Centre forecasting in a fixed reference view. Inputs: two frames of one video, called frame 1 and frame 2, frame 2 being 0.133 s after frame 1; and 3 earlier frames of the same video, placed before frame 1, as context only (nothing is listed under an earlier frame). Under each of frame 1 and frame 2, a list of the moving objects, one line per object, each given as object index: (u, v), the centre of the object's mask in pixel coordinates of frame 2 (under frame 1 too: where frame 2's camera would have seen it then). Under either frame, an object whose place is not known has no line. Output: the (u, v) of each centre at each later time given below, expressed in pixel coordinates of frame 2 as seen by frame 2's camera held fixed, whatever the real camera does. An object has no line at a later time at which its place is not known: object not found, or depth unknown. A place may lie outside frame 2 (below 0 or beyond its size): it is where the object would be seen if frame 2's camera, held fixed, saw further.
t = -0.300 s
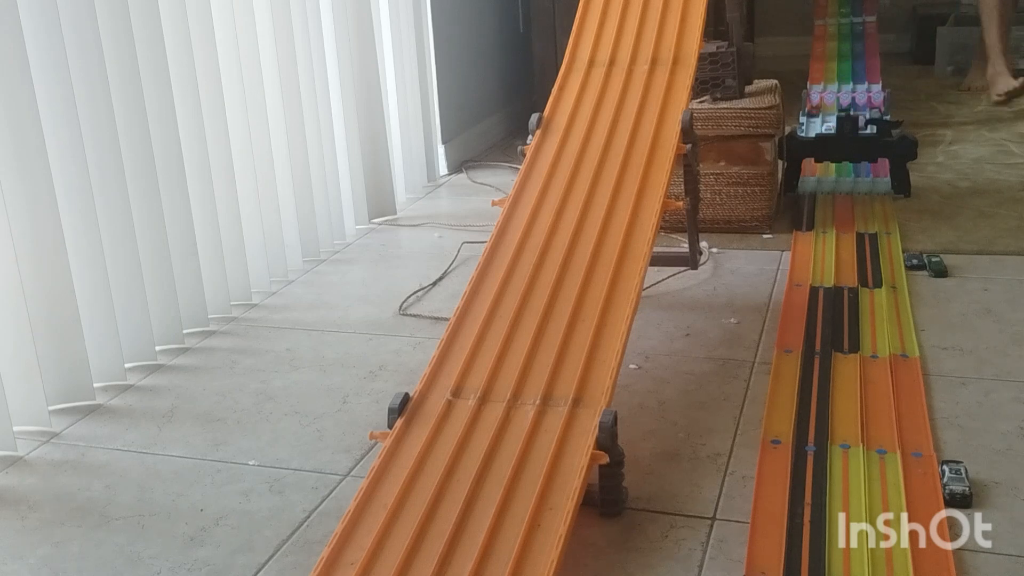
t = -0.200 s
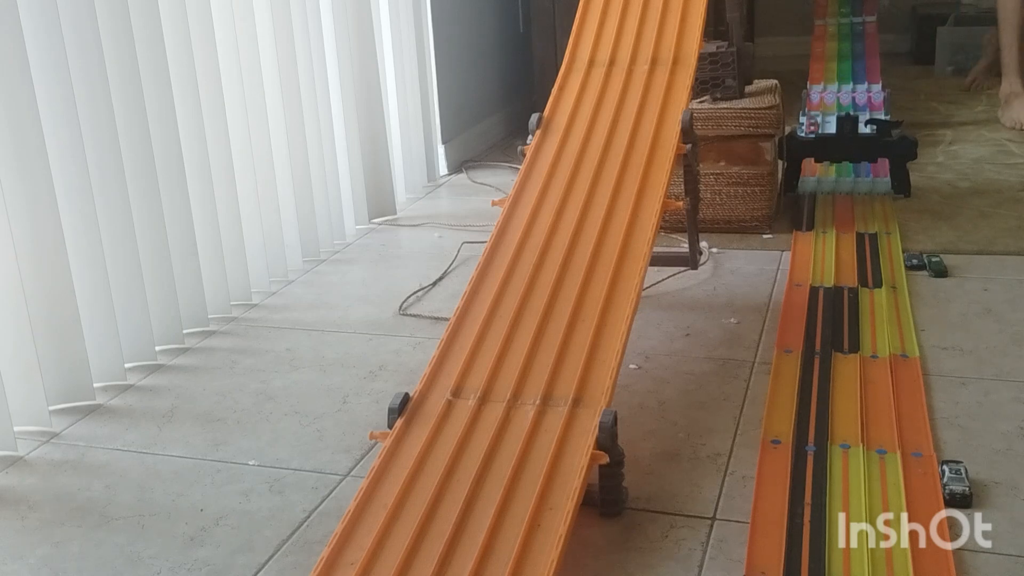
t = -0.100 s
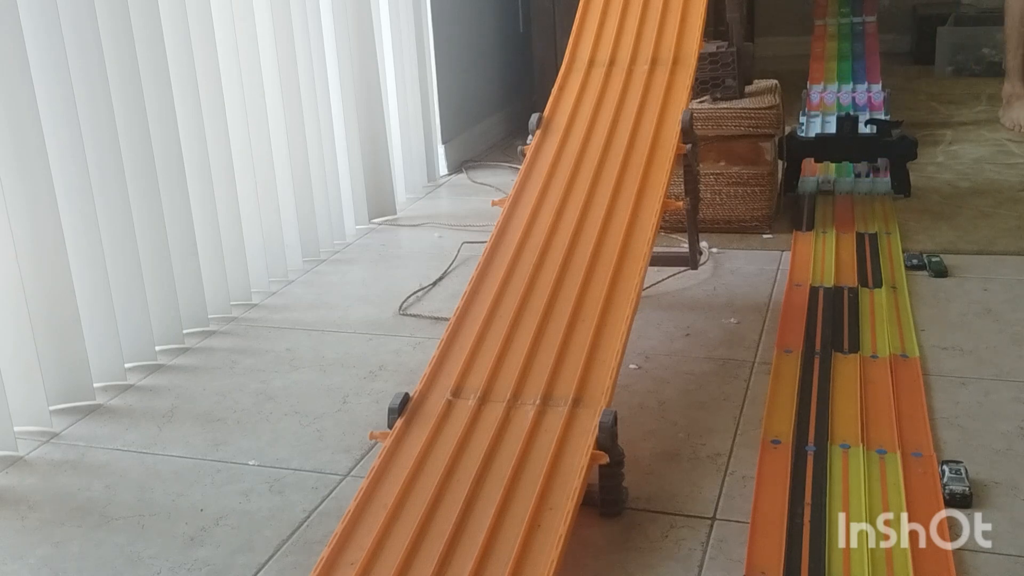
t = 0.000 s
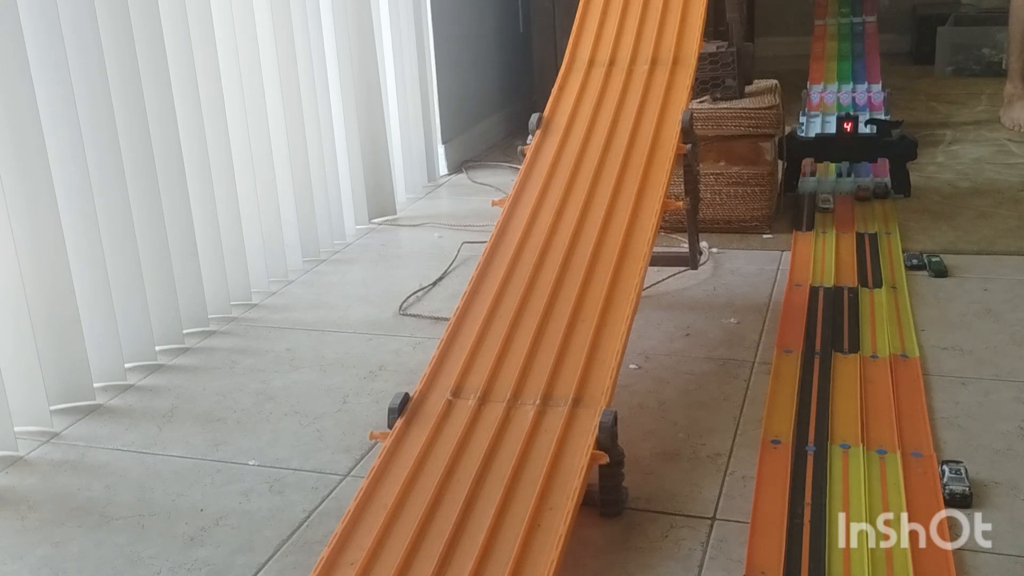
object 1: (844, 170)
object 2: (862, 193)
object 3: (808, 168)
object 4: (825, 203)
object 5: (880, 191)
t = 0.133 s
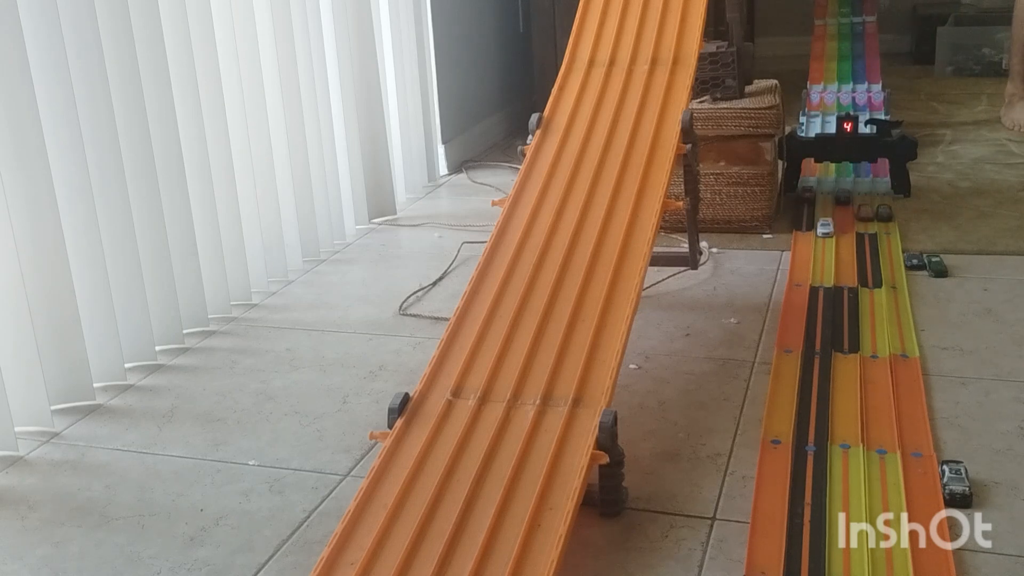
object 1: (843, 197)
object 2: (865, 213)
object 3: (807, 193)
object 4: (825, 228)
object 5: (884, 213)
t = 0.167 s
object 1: (843, 203)
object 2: (866, 218)
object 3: (807, 197)
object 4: (824, 235)
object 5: (885, 219)
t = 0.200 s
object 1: (843, 208)
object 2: (866, 223)
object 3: (806, 201)
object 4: (824, 242)
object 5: (886, 225)
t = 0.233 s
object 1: (843, 213)
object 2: (866, 229)
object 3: (806, 203)
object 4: (824, 250)
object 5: (887, 231)
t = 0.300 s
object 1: (844, 223)
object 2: (866, 240)
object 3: (806, 211)
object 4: (823, 267)
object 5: (888, 245)
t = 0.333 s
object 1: (845, 228)
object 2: (866, 246)
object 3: (806, 219)
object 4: (822, 275)
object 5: (890, 253)
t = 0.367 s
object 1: (845, 233)
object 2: (866, 252)
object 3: (804, 221)
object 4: (821, 283)
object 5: (891, 260)
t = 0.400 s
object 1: (845, 239)
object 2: (867, 259)
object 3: (804, 224)
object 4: (820, 292)
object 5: (892, 268)
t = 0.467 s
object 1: (845, 250)
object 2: (869, 272)
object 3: (803, 230)
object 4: (818, 310)
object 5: (895, 283)
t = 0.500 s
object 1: (845, 256)
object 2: (870, 279)
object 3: (802, 234)
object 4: (817, 319)
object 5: (897, 291)
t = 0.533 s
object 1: (845, 262)
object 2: (871, 285)
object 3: (802, 237)
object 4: (817, 328)
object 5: (898, 299)
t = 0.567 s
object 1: (845, 267)
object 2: (871, 291)
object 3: (802, 241)
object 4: (817, 337)
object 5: (900, 308)
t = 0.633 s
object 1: (845, 279)
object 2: (871, 304)
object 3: (801, 249)
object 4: (816, 357)
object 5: (902, 324)
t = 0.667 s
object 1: (845, 284)
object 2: (870, 310)
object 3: (800, 253)
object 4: (815, 368)
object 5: (903, 333)
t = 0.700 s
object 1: (844, 289)
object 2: (871, 317)
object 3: (800, 257)
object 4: (814, 378)
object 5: (905, 342)
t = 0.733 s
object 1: (843, 293)
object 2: (871, 323)
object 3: (800, 261)
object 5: (906, 350)
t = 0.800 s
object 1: (843, 304)
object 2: (872, 337)
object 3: (800, 268)
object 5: (906, 367)
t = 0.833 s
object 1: (844, 310)
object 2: (872, 343)
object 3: (799, 272)
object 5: (907, 375)
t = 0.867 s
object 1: (843, 316)
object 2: (874, 350)
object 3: (799, 275)
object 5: (909, 384)
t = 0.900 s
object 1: (843, 320)
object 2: (875, 356)
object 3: (798, 278)
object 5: (910, 394)
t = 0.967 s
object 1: (843, 331)
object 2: (877, 369)
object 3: (798, 284)
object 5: (911, 412)
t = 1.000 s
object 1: (845, 338)
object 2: (877, 374)
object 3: (798, 287)
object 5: (913, 421)
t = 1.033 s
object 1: (845, 341)
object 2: (878, 381)
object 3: (797, 289)
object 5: (914, 430)
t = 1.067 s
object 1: (844, 346)
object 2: (879, 386)
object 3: (797, 292)
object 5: (915, 439)
